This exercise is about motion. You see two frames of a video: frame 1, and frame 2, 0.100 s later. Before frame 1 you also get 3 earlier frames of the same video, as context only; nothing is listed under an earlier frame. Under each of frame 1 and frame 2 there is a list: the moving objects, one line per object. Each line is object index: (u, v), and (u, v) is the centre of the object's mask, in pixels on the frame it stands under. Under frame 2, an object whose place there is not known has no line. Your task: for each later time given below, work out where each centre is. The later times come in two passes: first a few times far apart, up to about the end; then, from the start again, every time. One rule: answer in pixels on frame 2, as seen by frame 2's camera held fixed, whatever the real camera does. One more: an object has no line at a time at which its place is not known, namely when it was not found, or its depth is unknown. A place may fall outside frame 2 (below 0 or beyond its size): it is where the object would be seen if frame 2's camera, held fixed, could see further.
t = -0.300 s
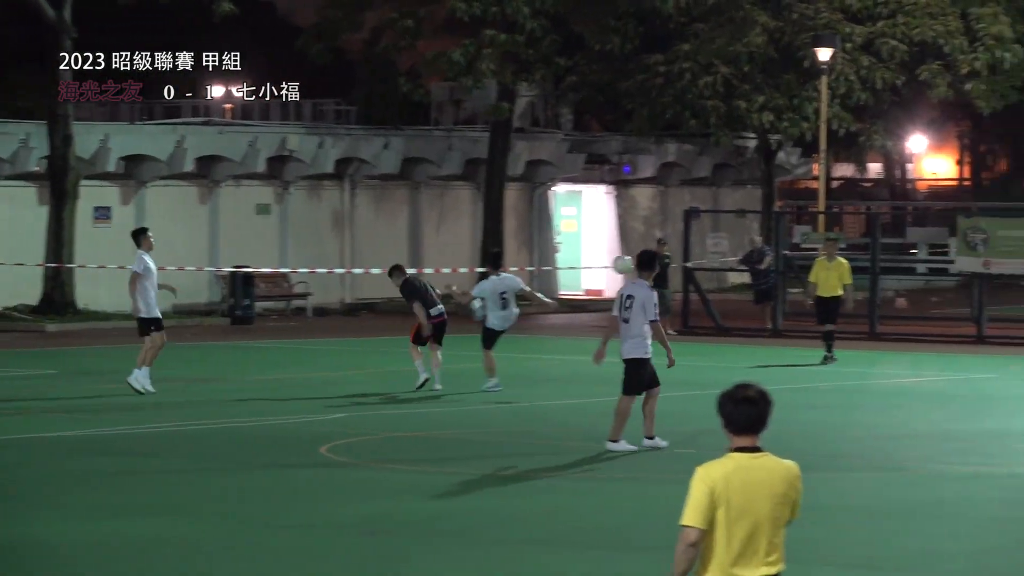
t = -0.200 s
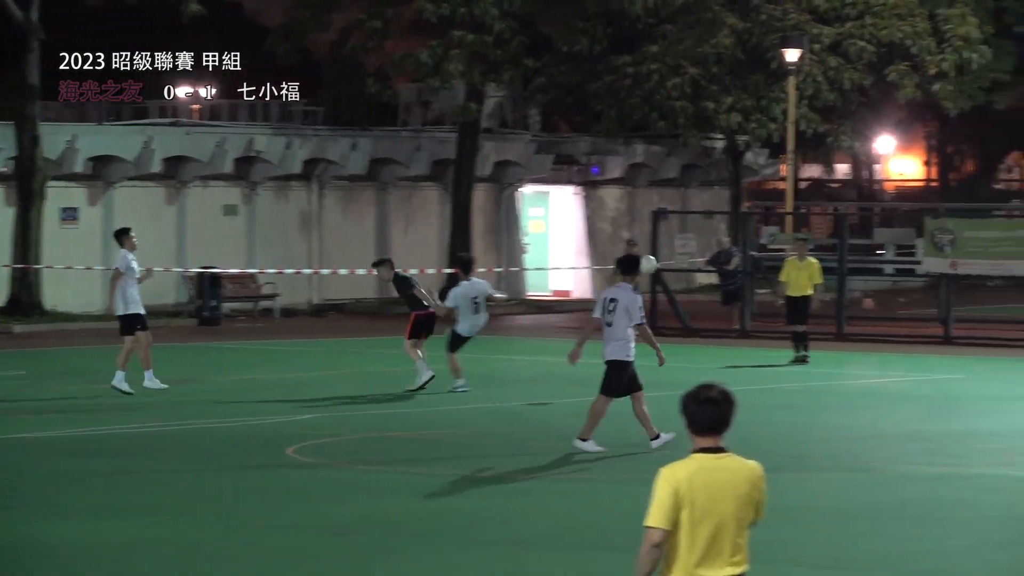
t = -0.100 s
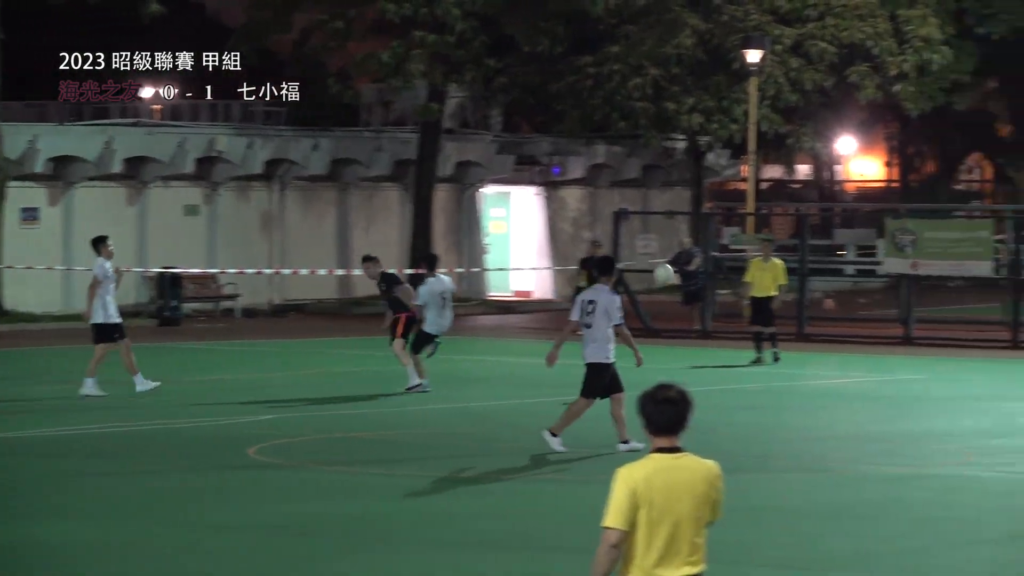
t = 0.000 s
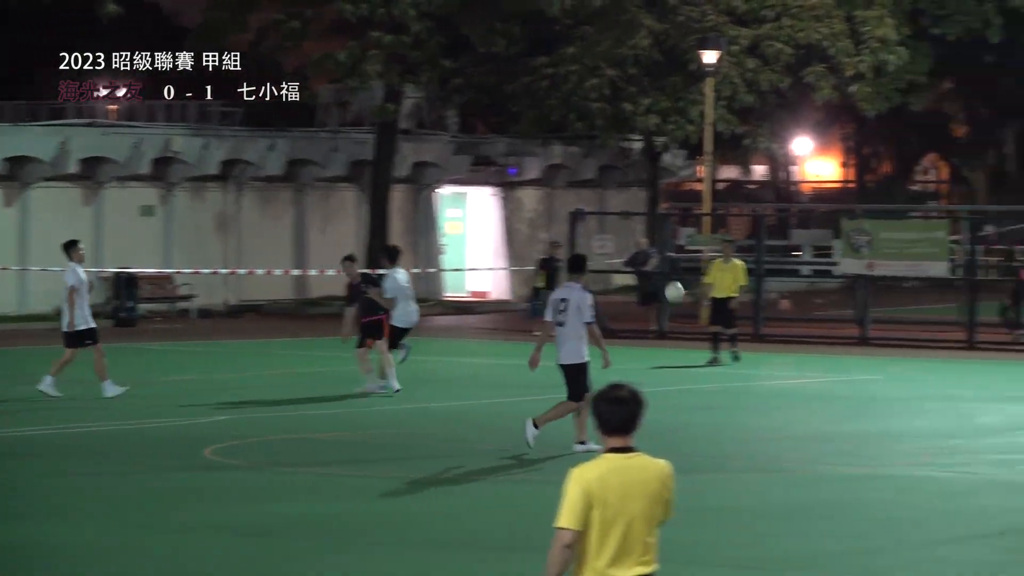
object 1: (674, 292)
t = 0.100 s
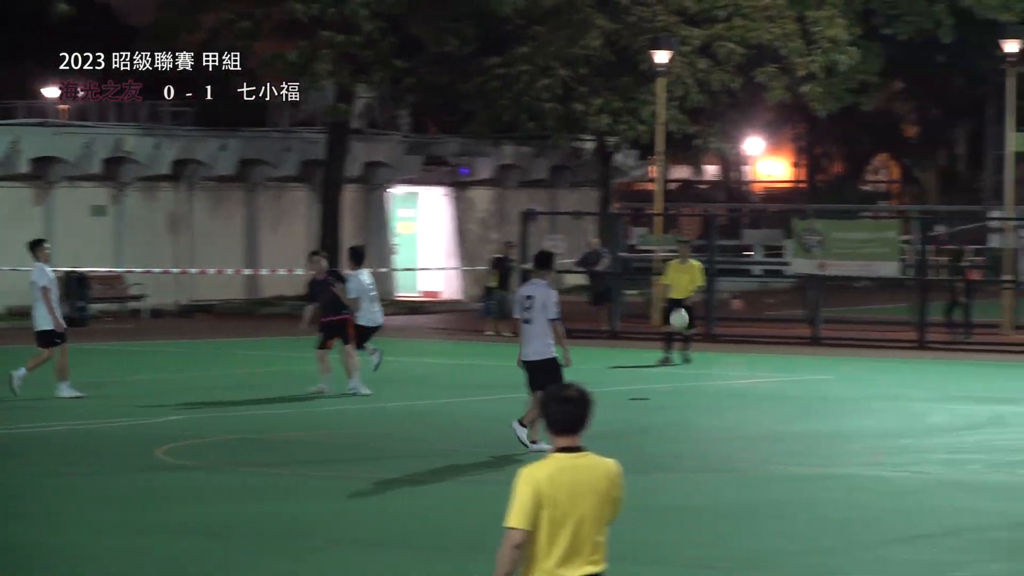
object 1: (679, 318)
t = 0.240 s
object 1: (751, 372)
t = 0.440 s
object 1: (845, 330)
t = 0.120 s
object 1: (690, 325)
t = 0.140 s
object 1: (700, 331)
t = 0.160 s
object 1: (711, 339)
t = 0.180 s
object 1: (721, 346)
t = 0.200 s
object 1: (732, 355)
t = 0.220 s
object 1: (741, 364)
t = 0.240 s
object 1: (751, 372)
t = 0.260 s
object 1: (761, 382)
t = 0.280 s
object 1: (770, 382)
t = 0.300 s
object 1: (779, 374)
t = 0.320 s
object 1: (789, 367)
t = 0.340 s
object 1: (798, 359)
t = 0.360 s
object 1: (808, 352)
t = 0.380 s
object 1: (817, 346)
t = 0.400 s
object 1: (827, 340)
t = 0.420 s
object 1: (836, 336)
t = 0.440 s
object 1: (845, 330)
